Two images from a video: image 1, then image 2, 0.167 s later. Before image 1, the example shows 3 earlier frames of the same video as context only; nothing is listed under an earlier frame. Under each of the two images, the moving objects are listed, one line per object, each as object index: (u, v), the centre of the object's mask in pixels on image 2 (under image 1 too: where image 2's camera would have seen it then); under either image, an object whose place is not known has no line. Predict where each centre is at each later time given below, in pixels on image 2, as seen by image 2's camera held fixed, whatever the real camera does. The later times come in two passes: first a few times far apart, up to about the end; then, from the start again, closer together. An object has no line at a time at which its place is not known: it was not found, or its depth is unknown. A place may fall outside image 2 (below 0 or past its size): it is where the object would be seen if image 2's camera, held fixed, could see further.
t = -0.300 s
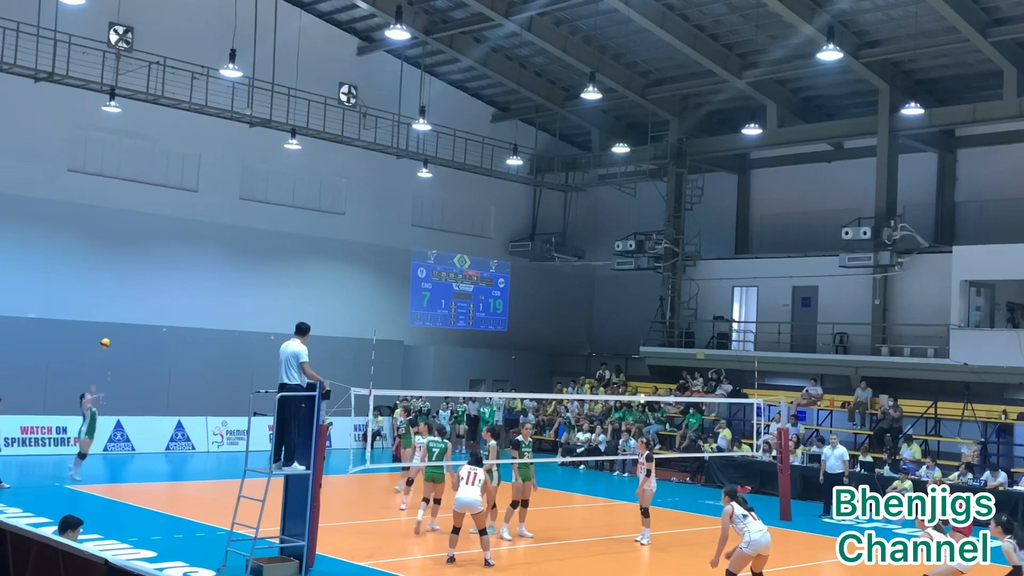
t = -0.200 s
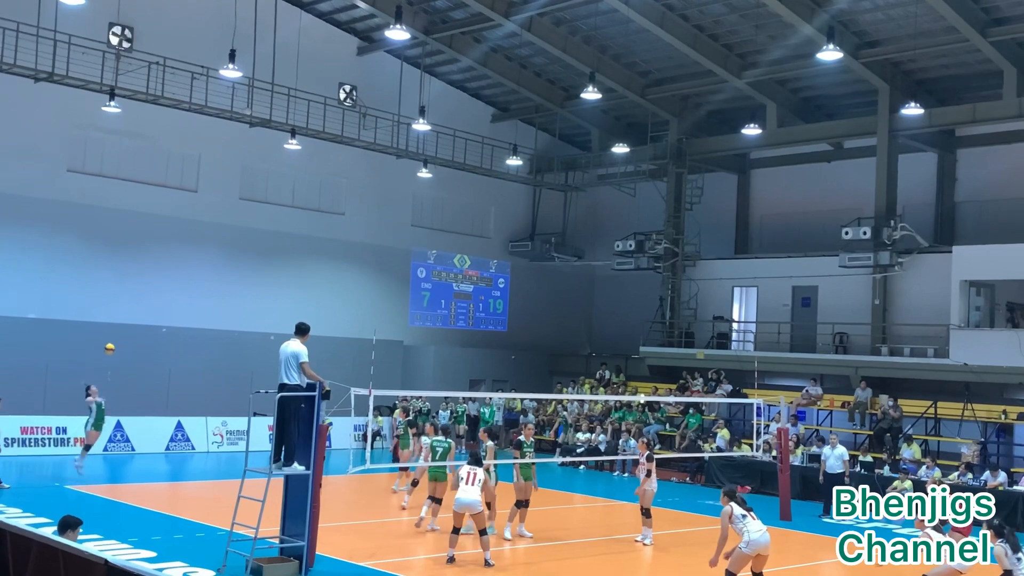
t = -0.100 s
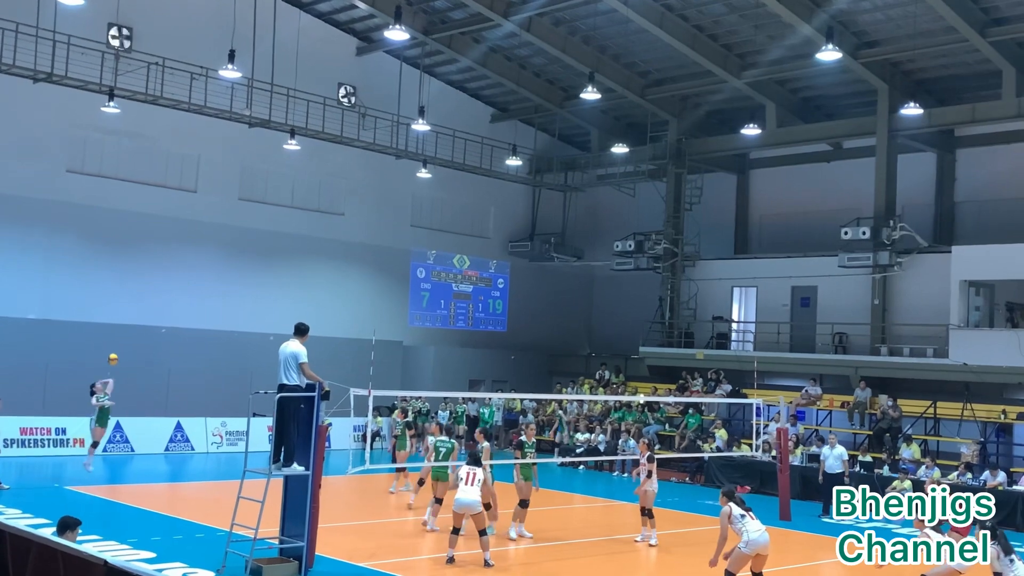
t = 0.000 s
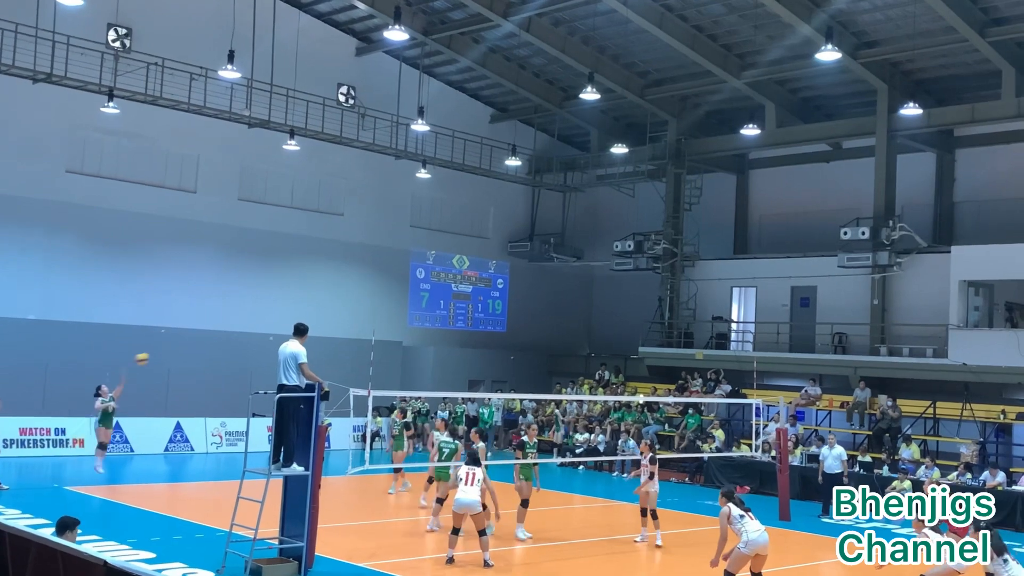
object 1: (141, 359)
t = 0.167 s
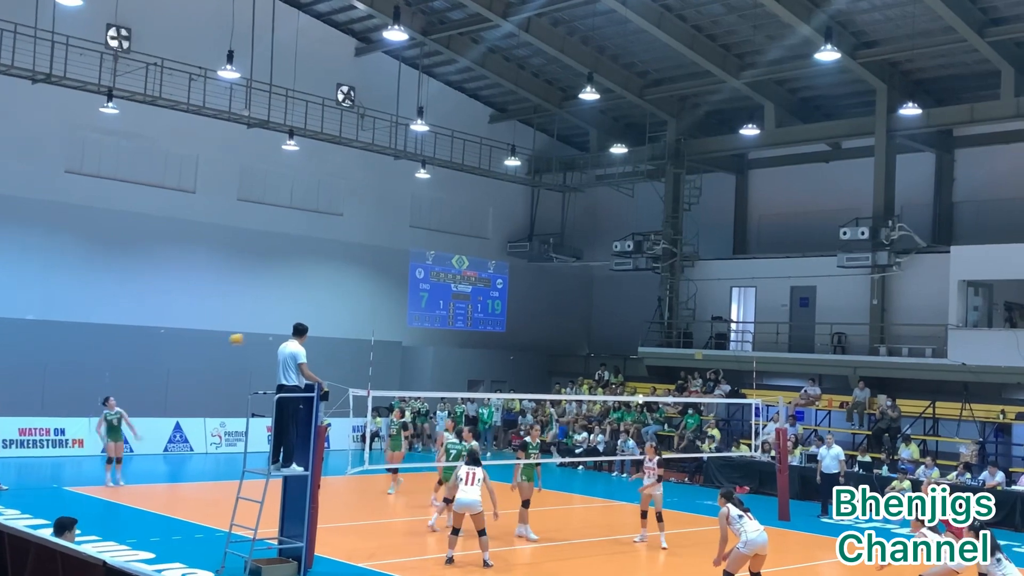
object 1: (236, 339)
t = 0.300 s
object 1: (319, 331)
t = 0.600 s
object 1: (523, 358)
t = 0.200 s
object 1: (257, 336)
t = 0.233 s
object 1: (277, 334)
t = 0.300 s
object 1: (319, 331)
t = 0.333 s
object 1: (341, 331)
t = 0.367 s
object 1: (362, 331)
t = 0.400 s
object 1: (383, 333)
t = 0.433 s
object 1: (406, 334)
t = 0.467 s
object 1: (429, 337)
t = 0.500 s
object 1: (452, 341)
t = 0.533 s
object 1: (475, 346)
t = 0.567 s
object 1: (499, 352)
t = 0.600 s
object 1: (523, 358)
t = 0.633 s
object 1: (547, 365)
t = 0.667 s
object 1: (572, 373)
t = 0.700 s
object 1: (596, 382)
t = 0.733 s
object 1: (622, 390)
